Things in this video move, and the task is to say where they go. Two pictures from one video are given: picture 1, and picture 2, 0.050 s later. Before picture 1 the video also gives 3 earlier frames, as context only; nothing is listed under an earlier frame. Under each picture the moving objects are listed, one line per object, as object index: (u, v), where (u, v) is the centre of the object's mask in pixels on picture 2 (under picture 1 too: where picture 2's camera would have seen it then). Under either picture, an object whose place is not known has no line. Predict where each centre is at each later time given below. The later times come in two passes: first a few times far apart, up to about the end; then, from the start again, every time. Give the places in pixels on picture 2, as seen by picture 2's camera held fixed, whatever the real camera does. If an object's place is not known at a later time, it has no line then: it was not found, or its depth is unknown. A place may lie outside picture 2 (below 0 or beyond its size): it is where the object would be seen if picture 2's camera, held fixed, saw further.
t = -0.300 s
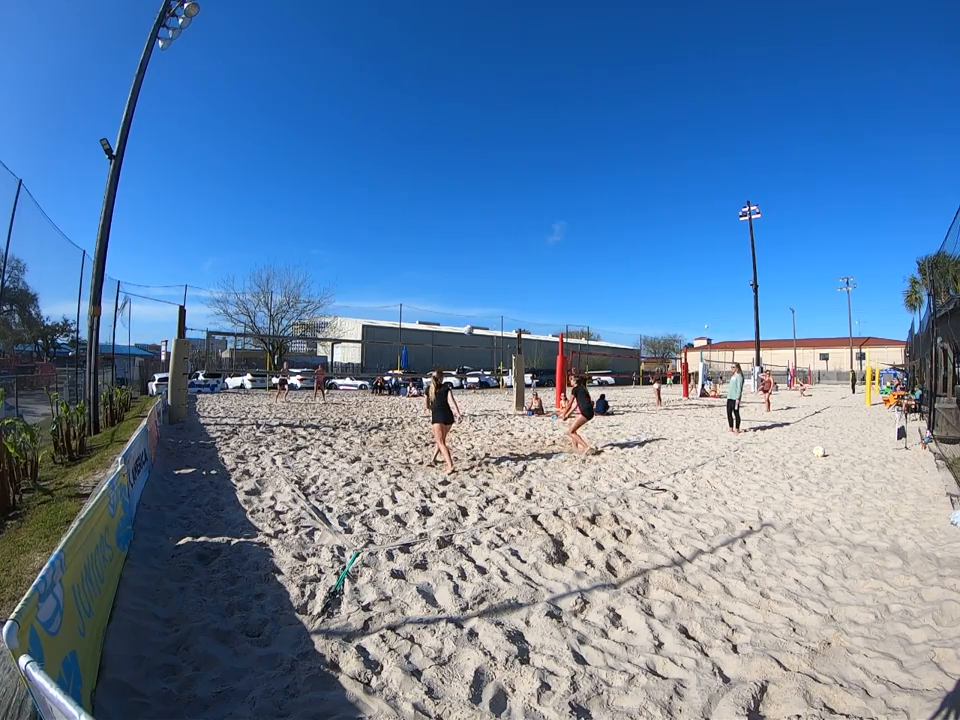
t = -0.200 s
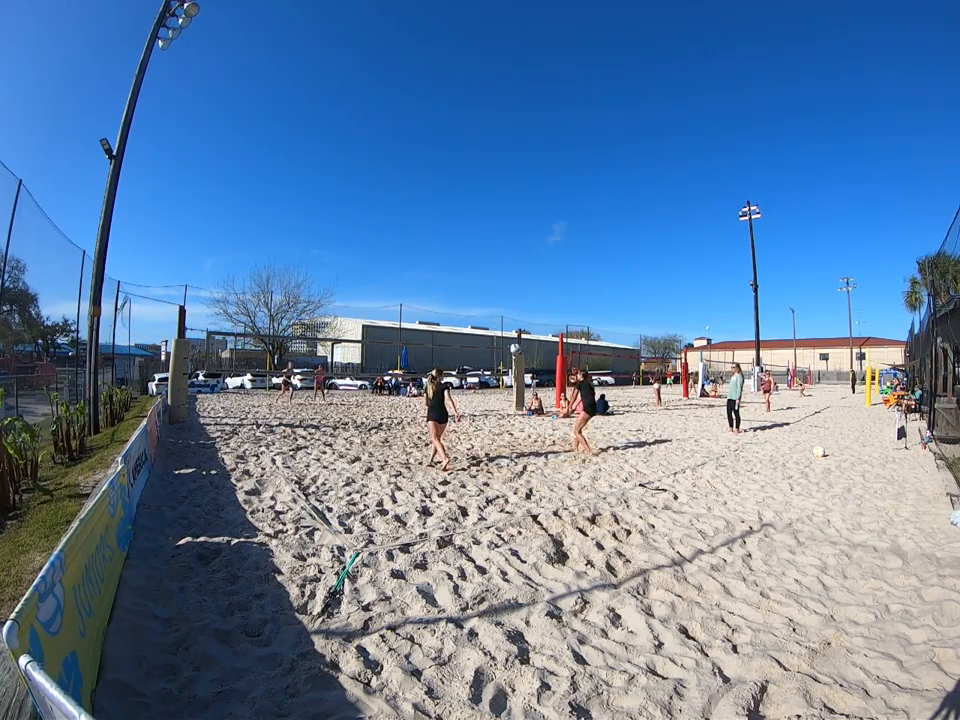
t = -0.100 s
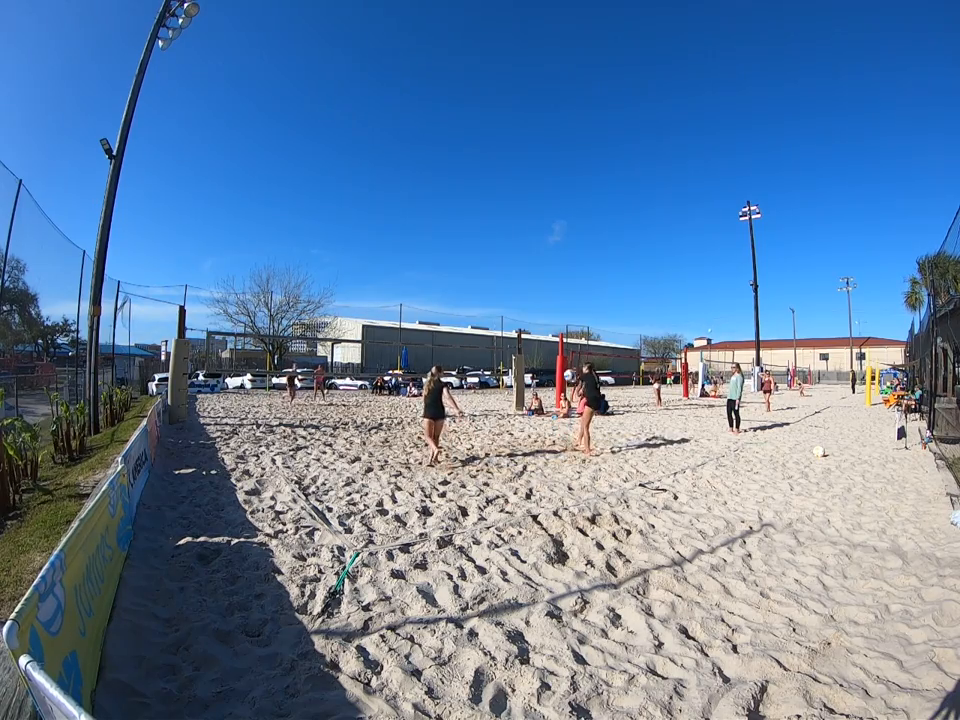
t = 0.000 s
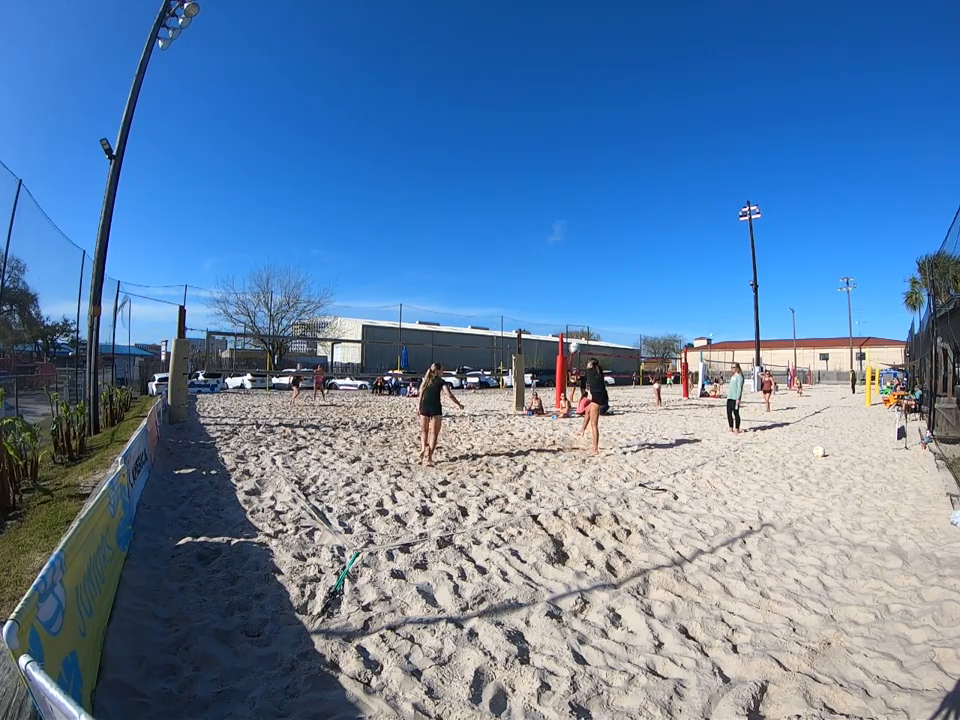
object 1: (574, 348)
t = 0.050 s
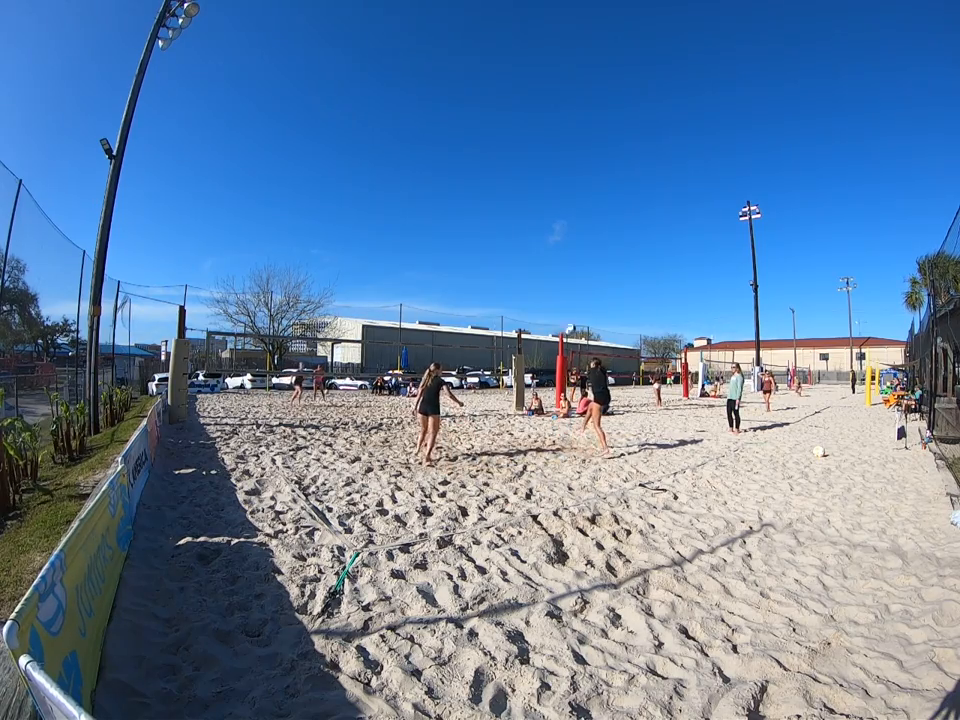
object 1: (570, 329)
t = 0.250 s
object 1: (554, 273)
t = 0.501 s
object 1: (537, 235)
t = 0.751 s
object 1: (521, 224)
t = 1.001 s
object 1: (506, 237)
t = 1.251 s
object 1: (490, 273)
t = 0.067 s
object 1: (569, 323)
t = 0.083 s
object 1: (568, 318)
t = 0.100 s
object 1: (566, 313)
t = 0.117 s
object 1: (565, 308)
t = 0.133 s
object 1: (564, 303)
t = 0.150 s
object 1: (562, 298)
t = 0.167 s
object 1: (561, 294)
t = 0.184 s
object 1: (560, 289)
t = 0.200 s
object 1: (558, 285)
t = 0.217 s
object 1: (557, 281)
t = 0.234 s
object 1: (556, 277)
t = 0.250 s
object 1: (554, 273)
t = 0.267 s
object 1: (553, 270)
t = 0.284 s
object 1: (552, 266)
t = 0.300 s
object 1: (551, 263)
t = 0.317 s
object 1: (550, 260)
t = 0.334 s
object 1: (549, 257)
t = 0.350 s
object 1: (548, 254)
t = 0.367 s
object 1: (547, 251)
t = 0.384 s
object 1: (545, 249)
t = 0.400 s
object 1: (544, 246)
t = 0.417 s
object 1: (543, 244)
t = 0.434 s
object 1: (542, 242)
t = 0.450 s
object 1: (540, 240)
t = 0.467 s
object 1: (539, 238)
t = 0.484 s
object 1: (538, 236)
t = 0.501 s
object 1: (537, 235)
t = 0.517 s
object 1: (536, 233)
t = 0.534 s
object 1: (534, 232)
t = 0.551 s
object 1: (533, 231)
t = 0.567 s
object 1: (532, 230)
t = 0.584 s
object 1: (531, 228)
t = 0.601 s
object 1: (530, 227)
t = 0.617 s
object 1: (529, 227)
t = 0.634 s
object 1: (528, 226)
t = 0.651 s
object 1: (527, 225)
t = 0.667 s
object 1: (526, 225)
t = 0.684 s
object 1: (525, 225)
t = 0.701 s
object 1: (524, 225)
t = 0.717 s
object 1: (523, 224)
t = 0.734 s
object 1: (522, 224)
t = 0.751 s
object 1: (521, 224)
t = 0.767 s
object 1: (520, 225)
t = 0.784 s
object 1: (519, 225)
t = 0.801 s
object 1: (518, 225)
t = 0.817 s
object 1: (517, 226)
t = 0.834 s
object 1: (516, 227)
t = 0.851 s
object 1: (514, 227)
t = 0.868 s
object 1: (514, 228)
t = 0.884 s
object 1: (512, 229)
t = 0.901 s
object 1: (511, 229)
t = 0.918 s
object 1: (510, 231)
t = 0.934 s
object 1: (509, 232)
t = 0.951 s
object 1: (508, 233)
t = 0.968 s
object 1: (507, 234)
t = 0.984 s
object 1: (506, 236)
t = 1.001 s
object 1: (506, 237)
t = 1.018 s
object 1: (504, 239)
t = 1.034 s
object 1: (503, 242)
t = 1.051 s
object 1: (502, 243)
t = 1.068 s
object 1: (501, 245)
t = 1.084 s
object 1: (500, 247)
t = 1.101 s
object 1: (499, 249)
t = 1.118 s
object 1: (498, 251)
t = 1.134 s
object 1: (497, 254)
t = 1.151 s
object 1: (496, 256)
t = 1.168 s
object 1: (495, 259)
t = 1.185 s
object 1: (494, 262)
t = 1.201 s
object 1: (493, 265)
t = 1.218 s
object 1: (492, 267)
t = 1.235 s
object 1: (491, 270)
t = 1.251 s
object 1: (490, 273)
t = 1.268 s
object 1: (489, 276)
